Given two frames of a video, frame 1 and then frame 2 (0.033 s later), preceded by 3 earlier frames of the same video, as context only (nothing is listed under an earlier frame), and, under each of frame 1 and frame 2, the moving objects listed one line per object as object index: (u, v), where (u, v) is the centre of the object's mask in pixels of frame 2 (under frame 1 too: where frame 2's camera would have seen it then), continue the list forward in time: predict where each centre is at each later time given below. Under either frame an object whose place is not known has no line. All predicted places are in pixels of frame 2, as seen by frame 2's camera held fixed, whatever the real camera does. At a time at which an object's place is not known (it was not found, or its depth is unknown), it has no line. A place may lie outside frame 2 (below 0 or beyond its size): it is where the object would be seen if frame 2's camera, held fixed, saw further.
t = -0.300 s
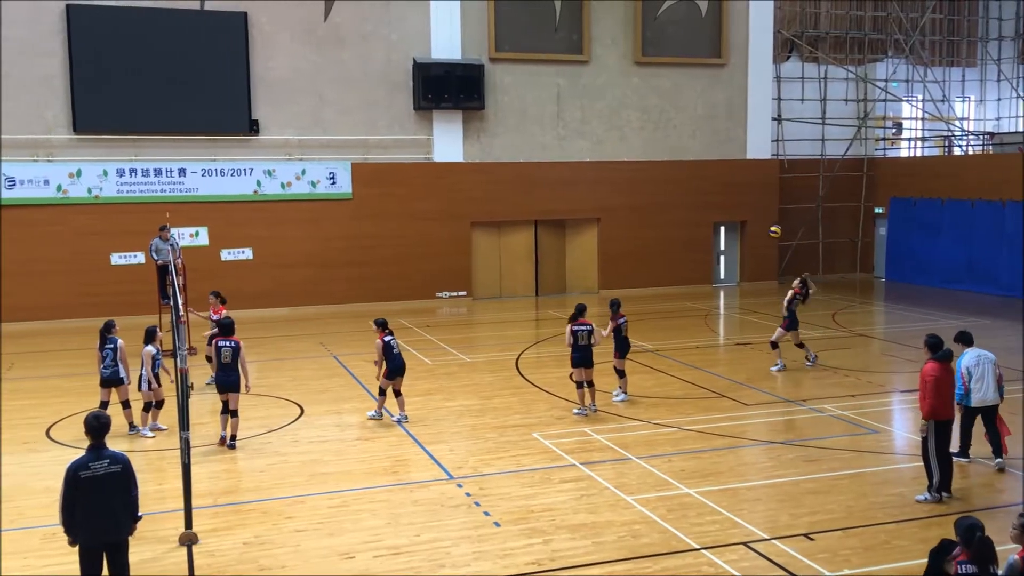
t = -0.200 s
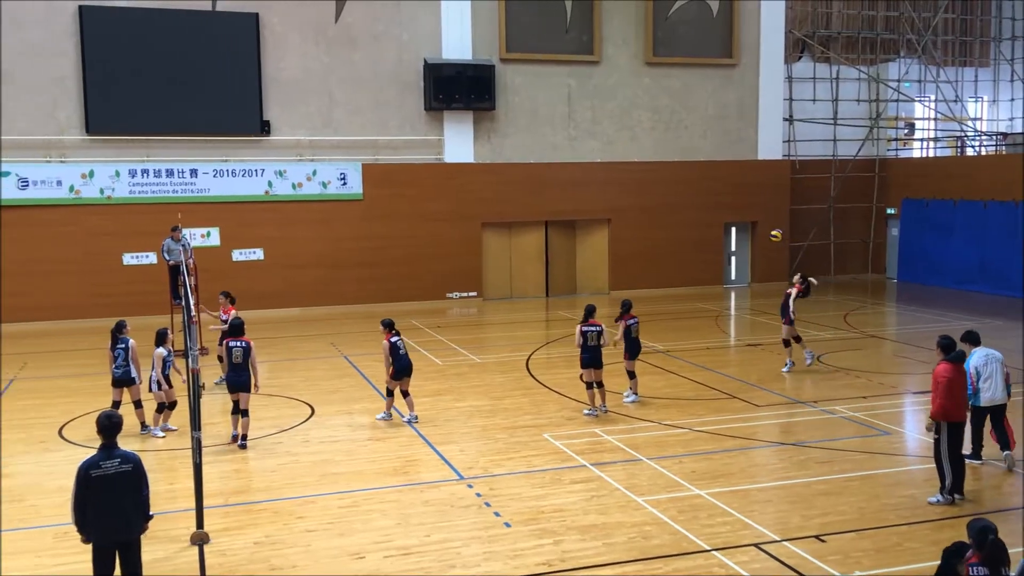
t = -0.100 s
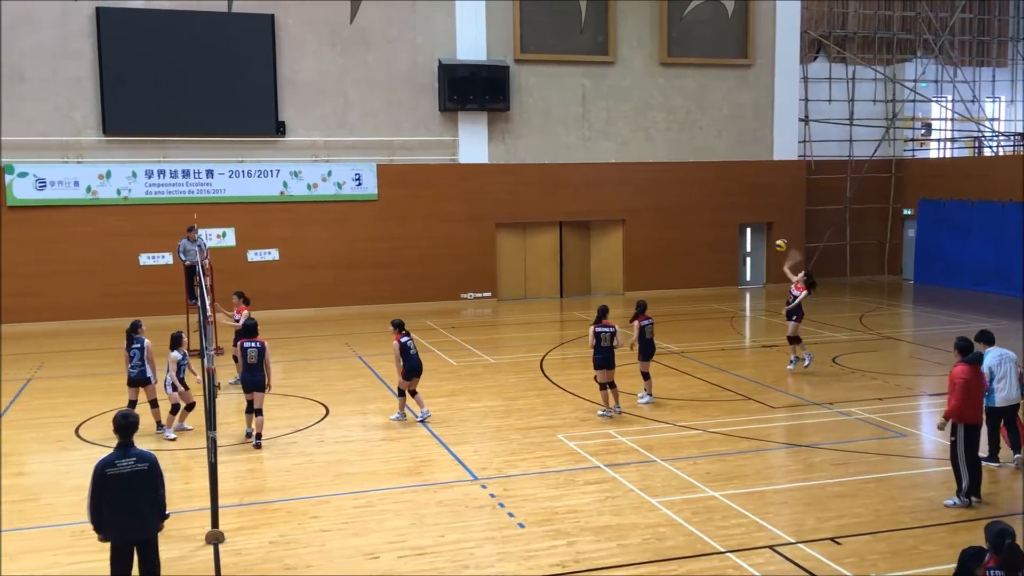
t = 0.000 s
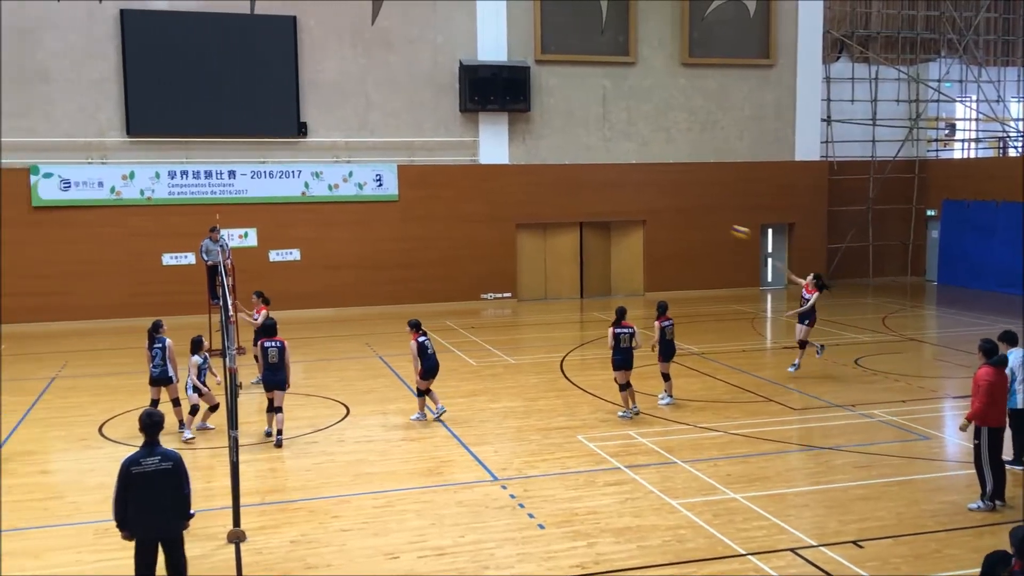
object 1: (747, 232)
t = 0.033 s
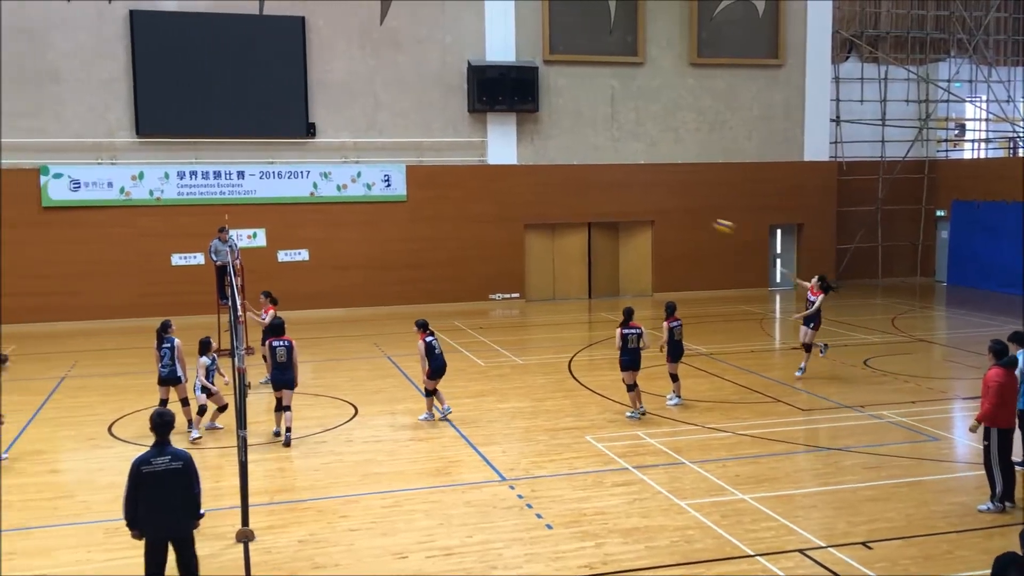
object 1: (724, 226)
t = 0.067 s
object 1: (699, 220)
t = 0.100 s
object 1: (675, 215)
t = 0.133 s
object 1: (651, 211)
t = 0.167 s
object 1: (623, 208)
